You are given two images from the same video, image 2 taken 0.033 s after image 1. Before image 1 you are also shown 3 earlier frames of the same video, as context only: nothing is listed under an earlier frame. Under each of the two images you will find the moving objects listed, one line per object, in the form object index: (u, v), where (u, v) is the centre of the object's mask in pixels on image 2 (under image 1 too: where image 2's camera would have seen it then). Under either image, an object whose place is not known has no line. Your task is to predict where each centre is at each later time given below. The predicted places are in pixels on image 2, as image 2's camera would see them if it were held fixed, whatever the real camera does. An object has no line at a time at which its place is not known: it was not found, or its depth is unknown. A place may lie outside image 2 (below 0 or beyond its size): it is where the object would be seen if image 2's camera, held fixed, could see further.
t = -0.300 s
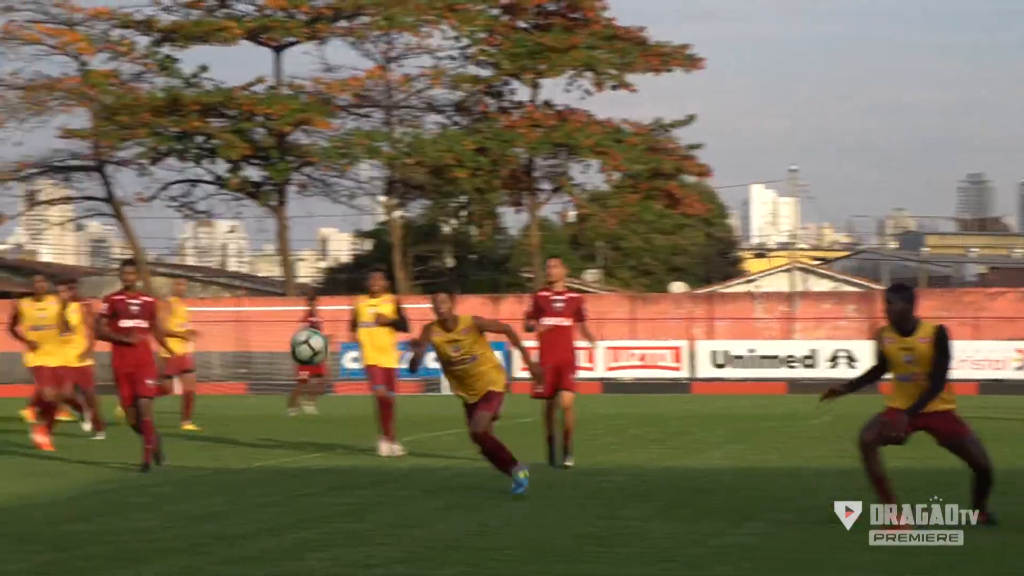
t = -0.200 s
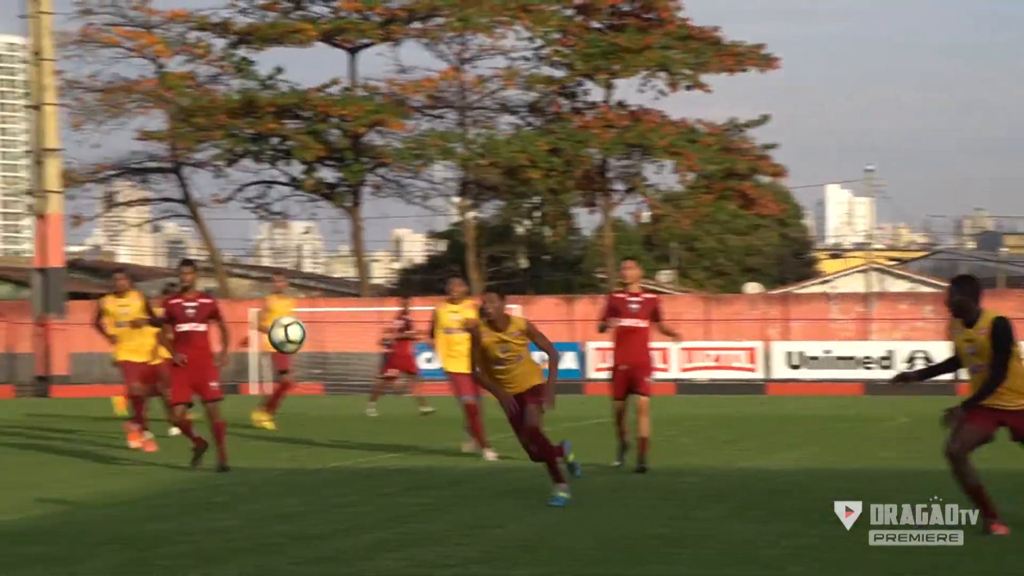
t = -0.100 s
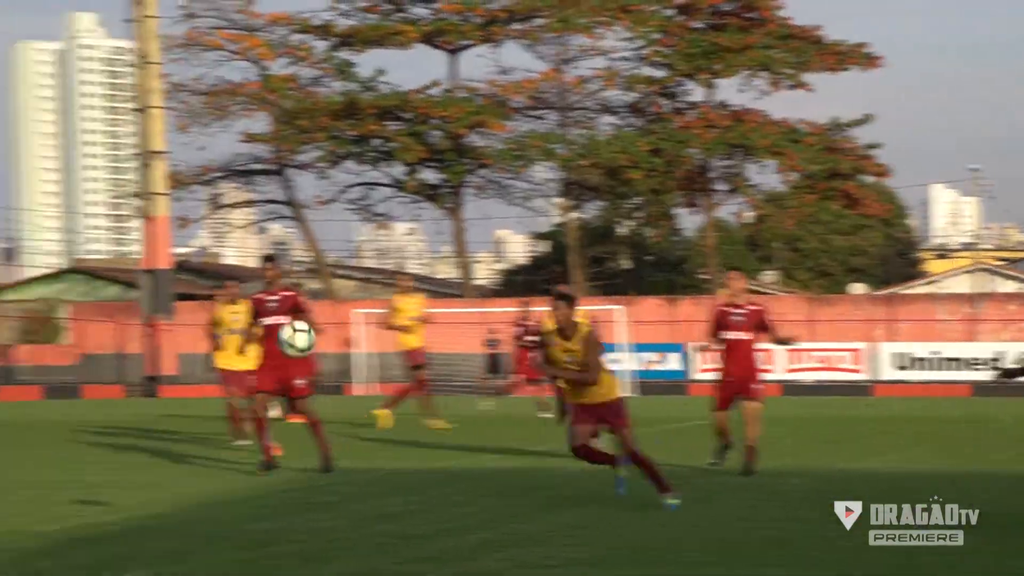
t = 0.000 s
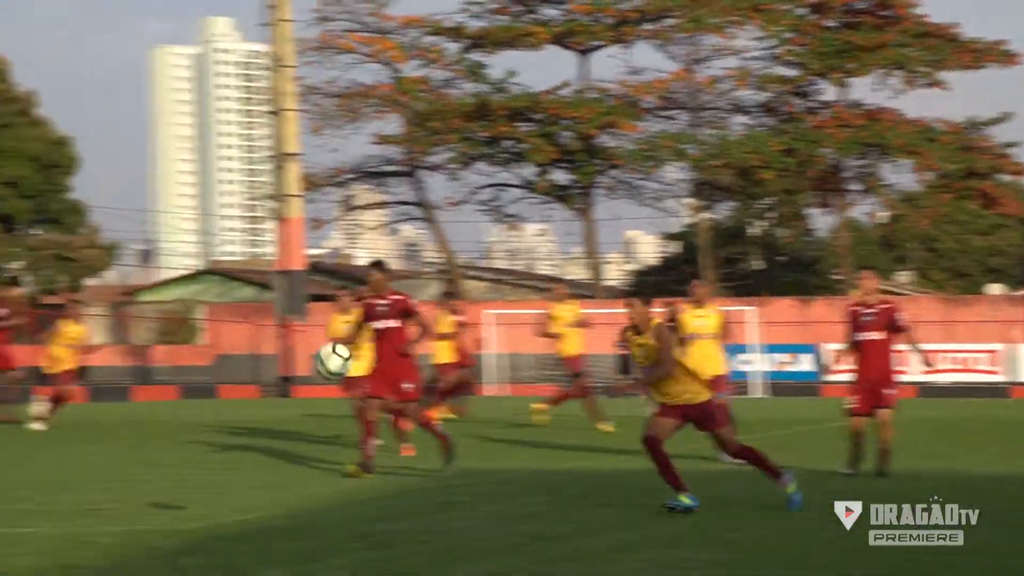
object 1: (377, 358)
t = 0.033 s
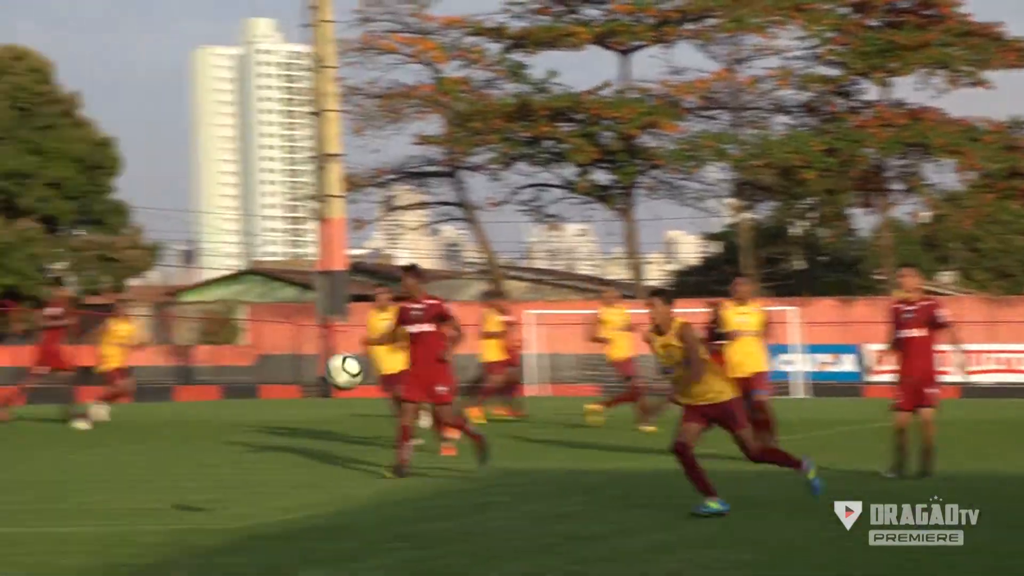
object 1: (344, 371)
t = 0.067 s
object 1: (312, 386)
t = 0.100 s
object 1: (286, 399)
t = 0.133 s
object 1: (261, 416)
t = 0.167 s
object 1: (235, 435)
